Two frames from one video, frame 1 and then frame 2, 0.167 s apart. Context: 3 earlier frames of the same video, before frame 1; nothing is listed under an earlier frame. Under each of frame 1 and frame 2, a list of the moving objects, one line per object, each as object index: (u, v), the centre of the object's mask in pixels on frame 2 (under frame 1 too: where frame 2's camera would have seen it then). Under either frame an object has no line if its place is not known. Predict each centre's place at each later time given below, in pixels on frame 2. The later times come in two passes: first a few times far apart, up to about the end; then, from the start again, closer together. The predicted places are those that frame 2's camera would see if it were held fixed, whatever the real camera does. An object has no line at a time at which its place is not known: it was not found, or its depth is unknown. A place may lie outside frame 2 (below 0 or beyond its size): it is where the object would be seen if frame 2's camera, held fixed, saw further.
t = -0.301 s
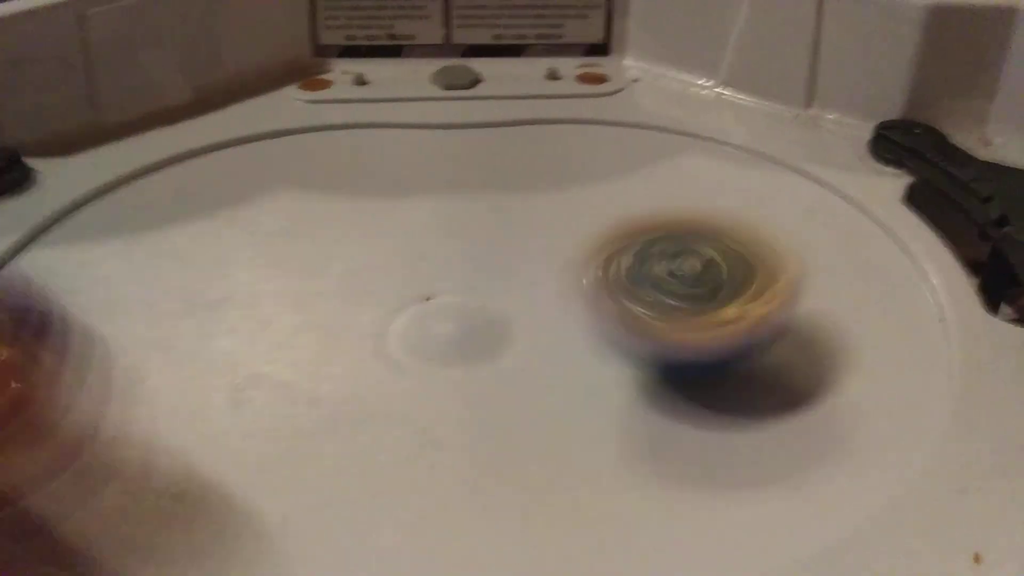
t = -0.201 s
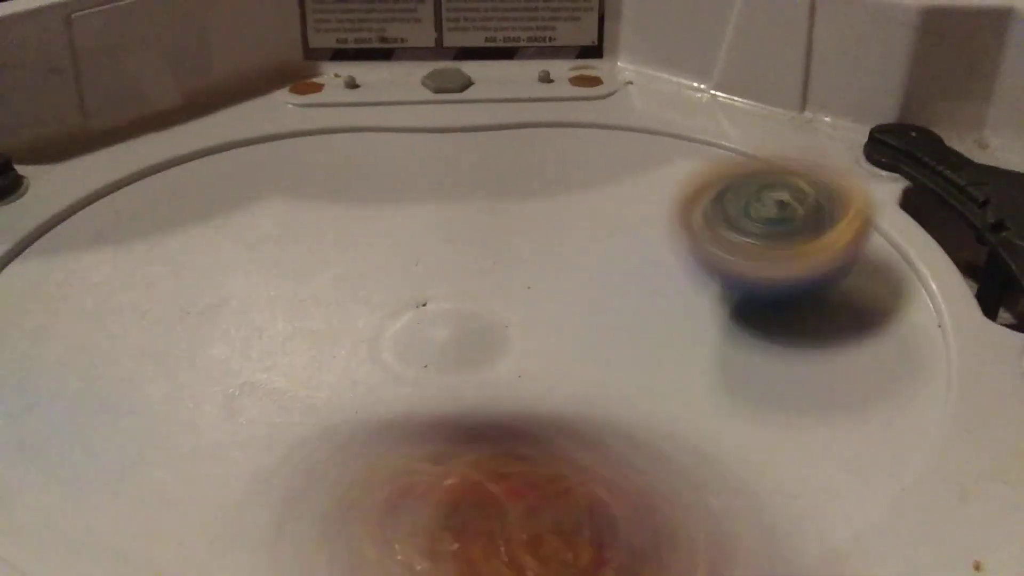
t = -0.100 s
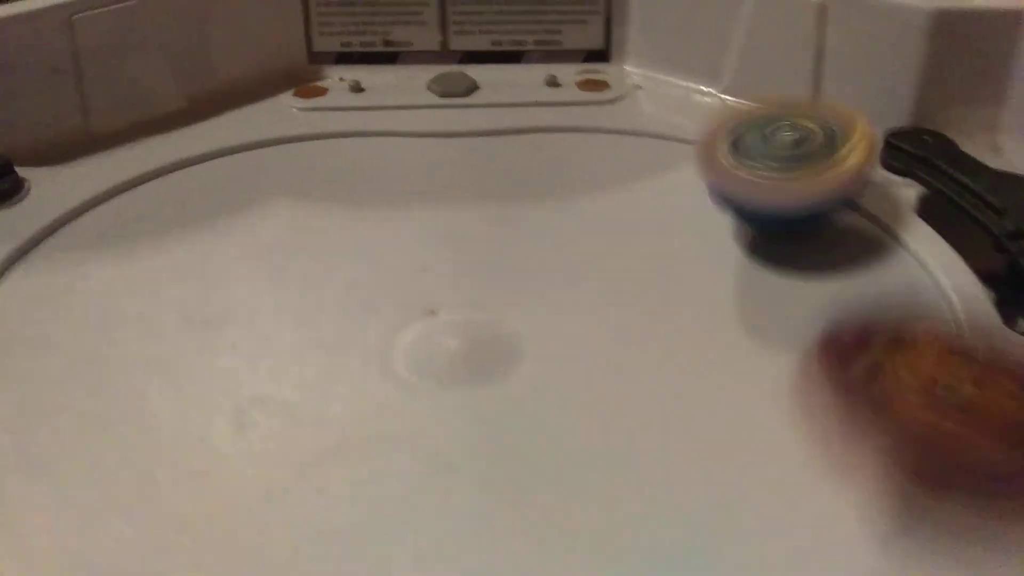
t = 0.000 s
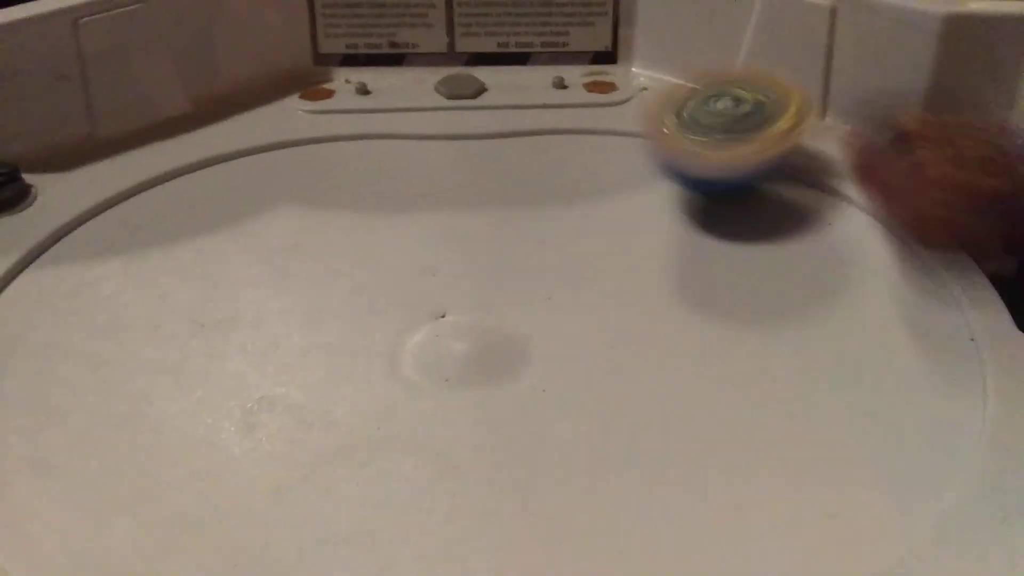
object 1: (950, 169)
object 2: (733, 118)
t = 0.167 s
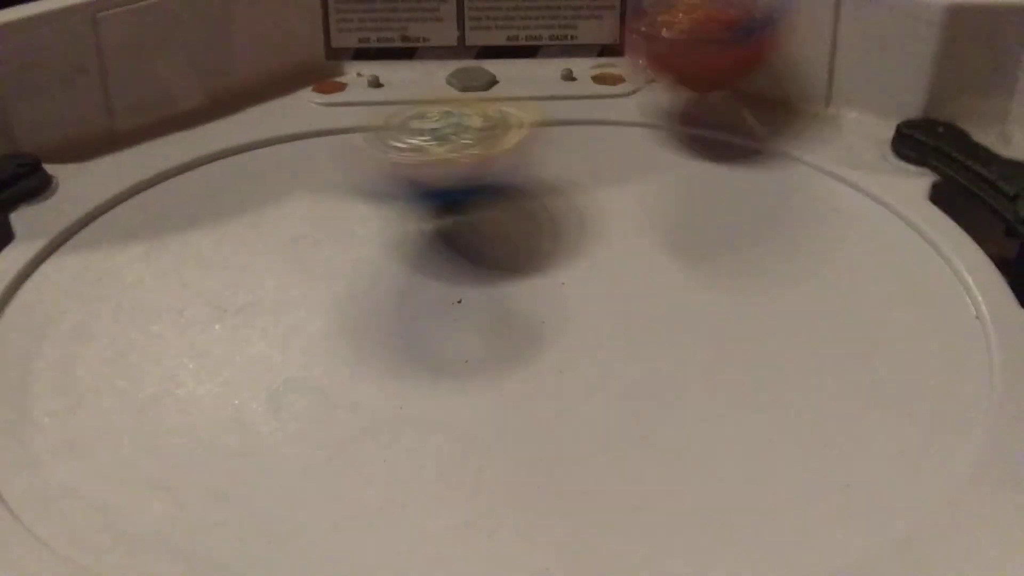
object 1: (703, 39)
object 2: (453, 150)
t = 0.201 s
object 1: (661, 55)
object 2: (369, 170)
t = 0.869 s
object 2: (704, 246)
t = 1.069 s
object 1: (922, 226)
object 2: (600, 115)
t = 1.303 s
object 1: (502, 41)
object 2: (353, 149)
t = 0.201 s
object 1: (661, 55)
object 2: (369, 170)
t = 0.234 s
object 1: (602, 33)
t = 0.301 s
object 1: (539, 52)
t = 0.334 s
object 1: (487, 67)
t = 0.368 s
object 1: (441, 91)
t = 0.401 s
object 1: (380, 134)
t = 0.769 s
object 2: (638, 340)
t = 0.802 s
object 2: (675, 306)
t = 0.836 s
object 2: (698, 277)
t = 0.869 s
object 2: (704, 246)
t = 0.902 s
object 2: (699, 220)
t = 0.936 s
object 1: (826, 424)
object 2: (688, 195)
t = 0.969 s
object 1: (890, 382)
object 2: (672, 170)
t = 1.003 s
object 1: (921, 332)
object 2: (652, 147)
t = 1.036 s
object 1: (929, 281)
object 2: (627, 128)
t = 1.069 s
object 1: (922, 226)
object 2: (600, 115)
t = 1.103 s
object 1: (895, 179)
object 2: (572, 108)
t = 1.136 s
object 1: (857, 150)
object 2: (534, 102)
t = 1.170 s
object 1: (795, 121)
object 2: (496, 104)
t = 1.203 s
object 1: (714, 84)
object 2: (460, 110)
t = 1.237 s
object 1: (641, 67)
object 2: (424, 118)
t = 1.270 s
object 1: (569, 53)
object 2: (383, 132)
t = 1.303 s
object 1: (502, 41)
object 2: (353, 149)
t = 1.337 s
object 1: (436, 52)
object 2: (336, 162)
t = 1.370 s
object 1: (357, 59)
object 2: (325, 175)
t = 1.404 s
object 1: (278, 67)
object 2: (320, 197)
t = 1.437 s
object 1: (222, 79)
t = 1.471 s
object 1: (179, 104)
